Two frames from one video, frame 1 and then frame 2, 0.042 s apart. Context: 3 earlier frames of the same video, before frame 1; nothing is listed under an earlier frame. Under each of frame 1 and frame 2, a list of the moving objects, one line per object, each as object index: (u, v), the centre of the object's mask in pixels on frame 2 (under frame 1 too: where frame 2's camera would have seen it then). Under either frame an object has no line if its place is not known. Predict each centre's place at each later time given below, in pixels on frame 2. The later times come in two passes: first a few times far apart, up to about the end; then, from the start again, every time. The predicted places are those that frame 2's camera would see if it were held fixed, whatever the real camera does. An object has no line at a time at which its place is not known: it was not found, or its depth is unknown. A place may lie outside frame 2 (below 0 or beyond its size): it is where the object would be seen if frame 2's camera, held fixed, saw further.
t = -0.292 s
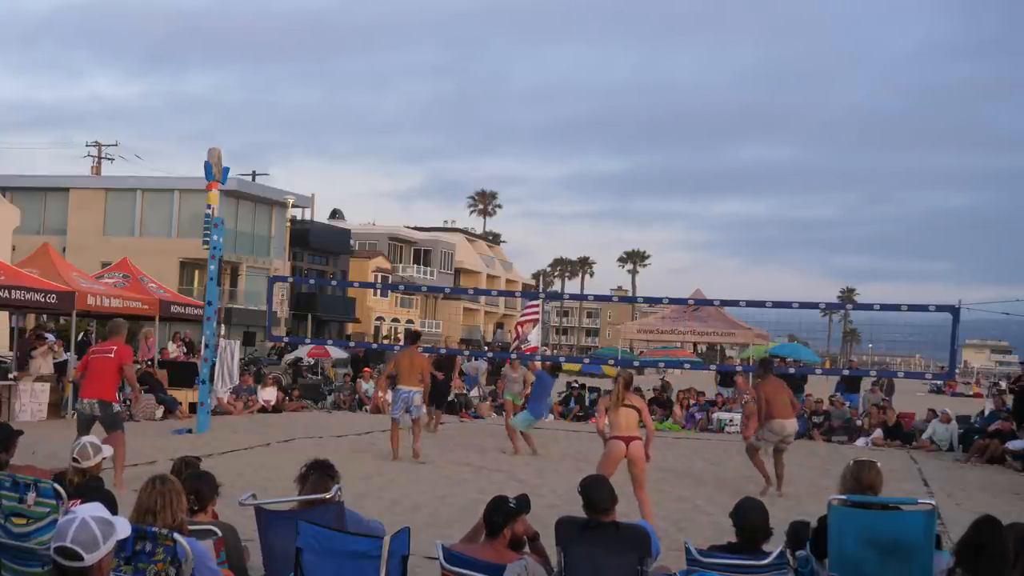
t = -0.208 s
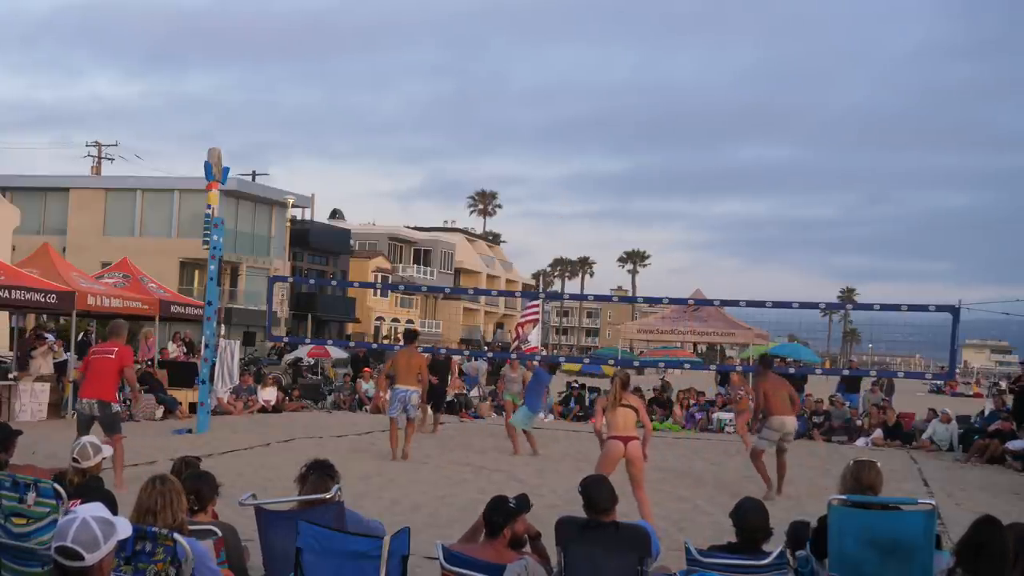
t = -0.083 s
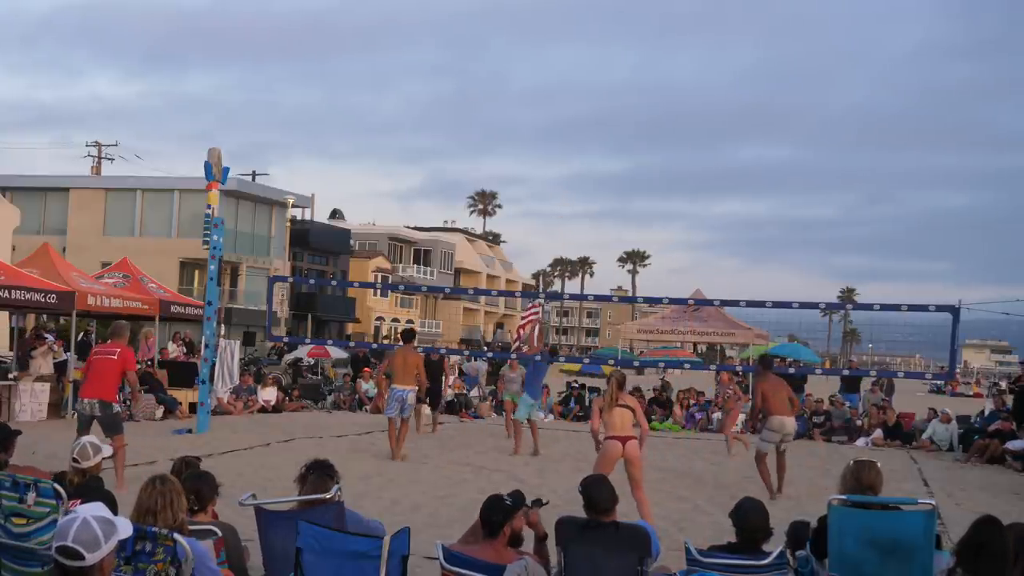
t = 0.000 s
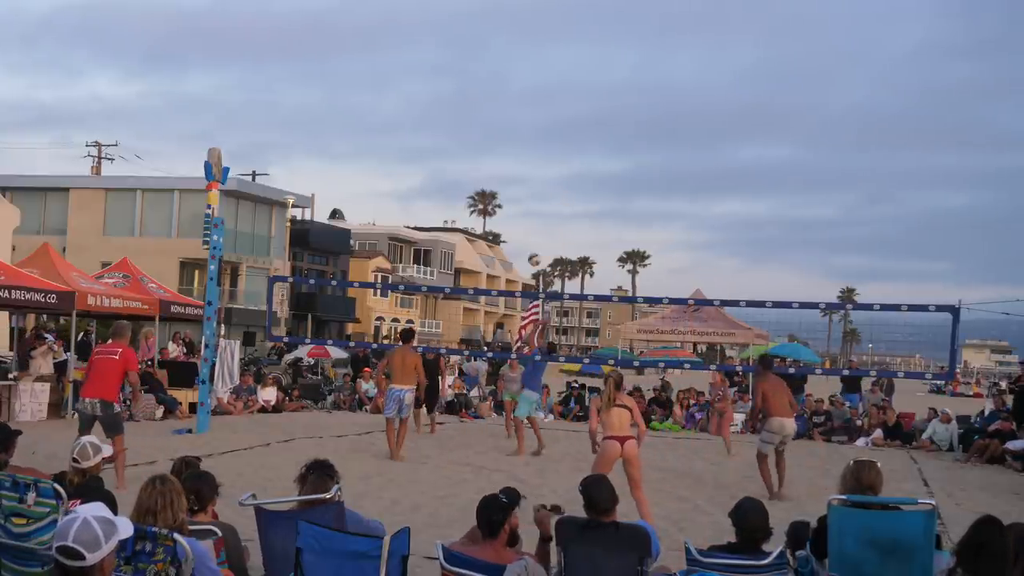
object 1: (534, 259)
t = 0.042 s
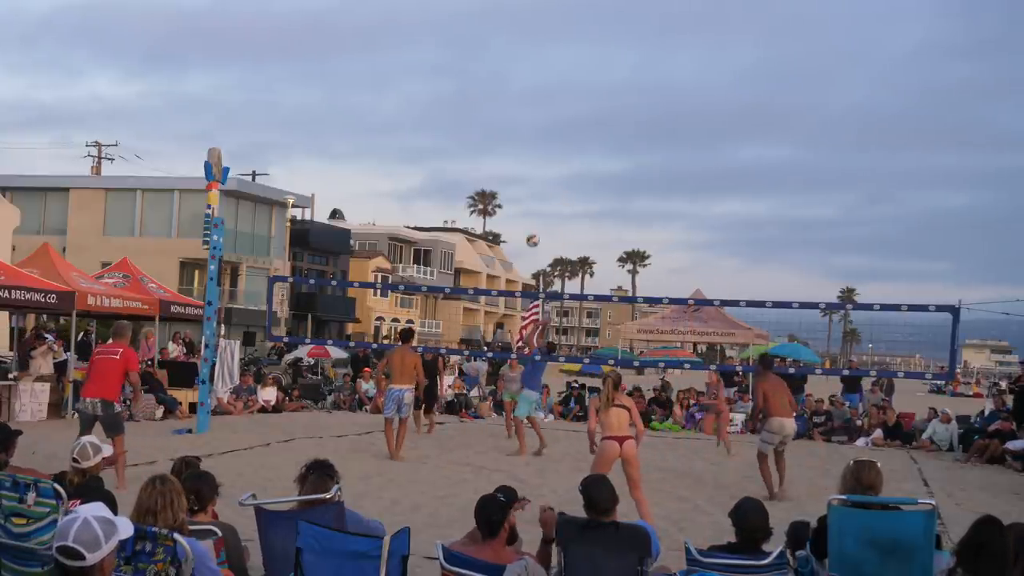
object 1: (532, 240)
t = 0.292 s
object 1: (519, 150)
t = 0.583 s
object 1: (500, 95)
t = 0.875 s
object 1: (477, 93)
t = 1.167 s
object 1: (450, 144)
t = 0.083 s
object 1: (530, 222)
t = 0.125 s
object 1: (529, 206)
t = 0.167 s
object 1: (526, 190)
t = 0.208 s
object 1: (524, 176)
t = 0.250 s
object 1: (522, 162)
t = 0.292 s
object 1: (519, 150)
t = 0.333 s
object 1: (517, 139)
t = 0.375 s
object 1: (515, 129)
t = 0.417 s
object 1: (512, 120)
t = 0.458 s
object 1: (509, 112)
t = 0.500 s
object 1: (506, 105)
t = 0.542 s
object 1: (503, 99)
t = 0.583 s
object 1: (500, 95)
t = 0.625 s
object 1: (497, 91)
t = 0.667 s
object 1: (494, 89)
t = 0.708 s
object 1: (490, 87)
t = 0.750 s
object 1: (487, 87)
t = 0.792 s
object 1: (484, 88)
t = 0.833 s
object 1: (480, 90)
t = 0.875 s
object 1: (477, 93)
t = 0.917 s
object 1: (473, 97)
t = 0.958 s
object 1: (469, 102)
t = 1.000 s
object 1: (466, 108)
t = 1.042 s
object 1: (462, 116)
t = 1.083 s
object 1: (458, 123)
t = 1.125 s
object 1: (454, 133)
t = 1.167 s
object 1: (450, 144)
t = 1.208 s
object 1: (446, 156)
